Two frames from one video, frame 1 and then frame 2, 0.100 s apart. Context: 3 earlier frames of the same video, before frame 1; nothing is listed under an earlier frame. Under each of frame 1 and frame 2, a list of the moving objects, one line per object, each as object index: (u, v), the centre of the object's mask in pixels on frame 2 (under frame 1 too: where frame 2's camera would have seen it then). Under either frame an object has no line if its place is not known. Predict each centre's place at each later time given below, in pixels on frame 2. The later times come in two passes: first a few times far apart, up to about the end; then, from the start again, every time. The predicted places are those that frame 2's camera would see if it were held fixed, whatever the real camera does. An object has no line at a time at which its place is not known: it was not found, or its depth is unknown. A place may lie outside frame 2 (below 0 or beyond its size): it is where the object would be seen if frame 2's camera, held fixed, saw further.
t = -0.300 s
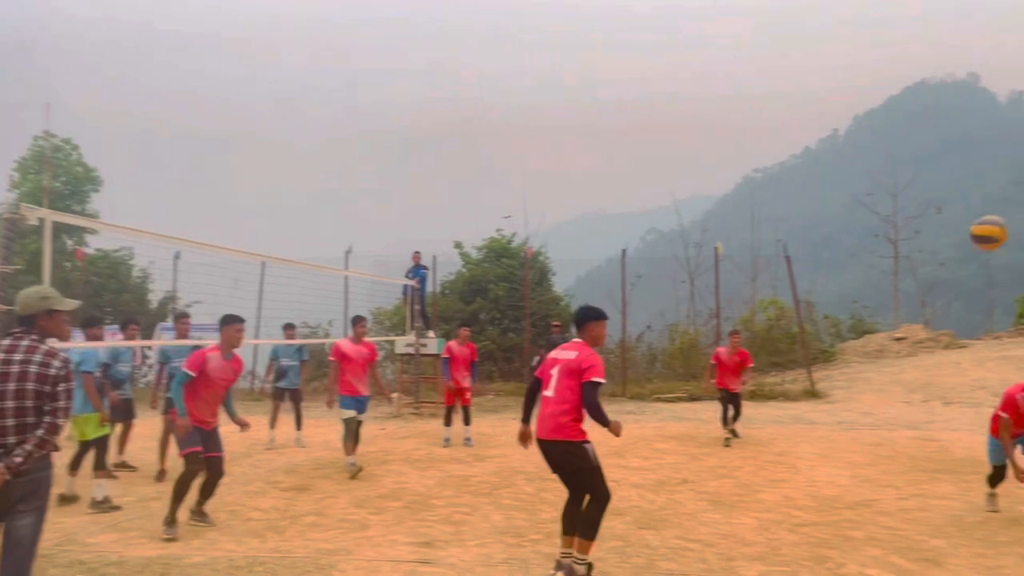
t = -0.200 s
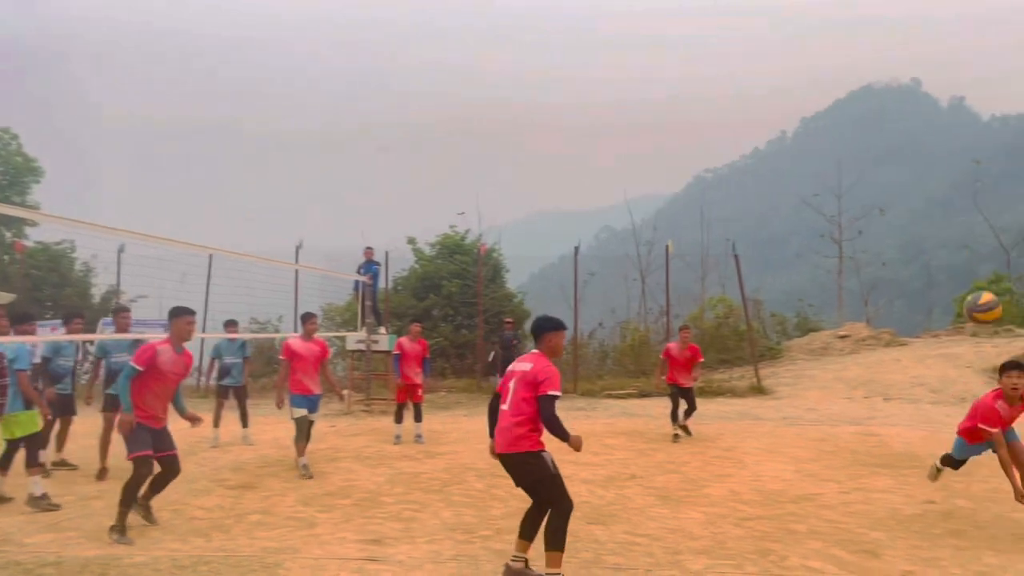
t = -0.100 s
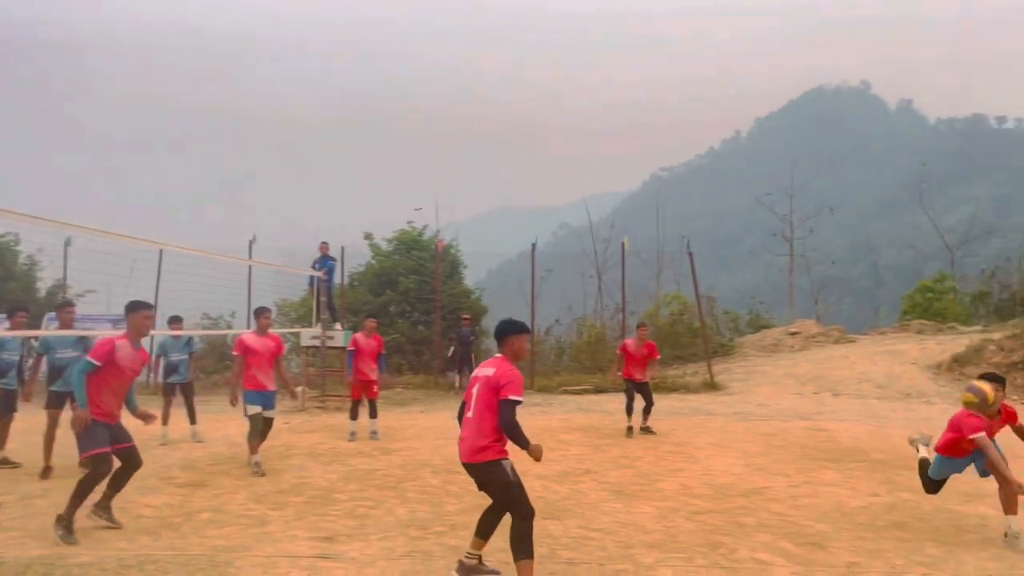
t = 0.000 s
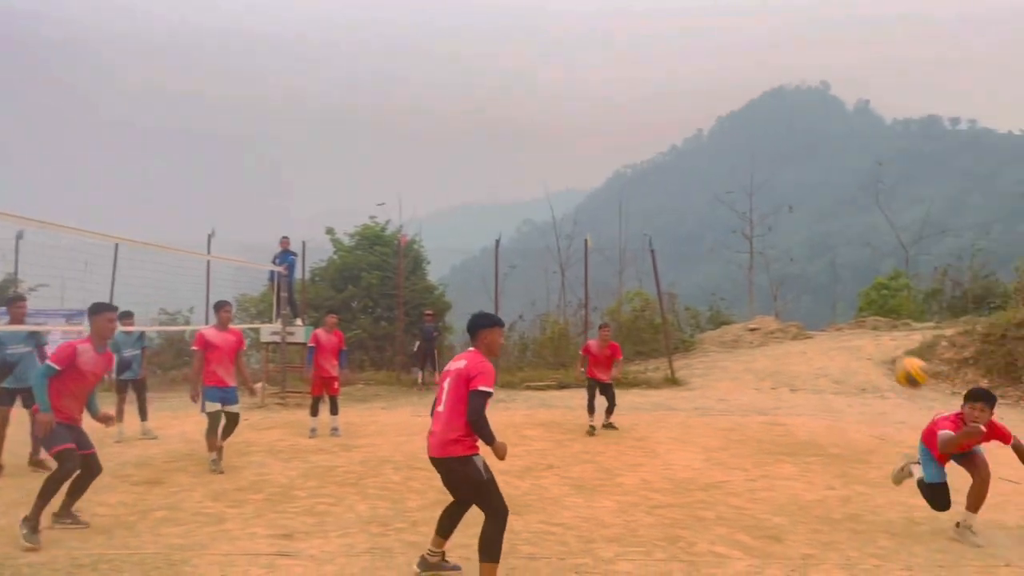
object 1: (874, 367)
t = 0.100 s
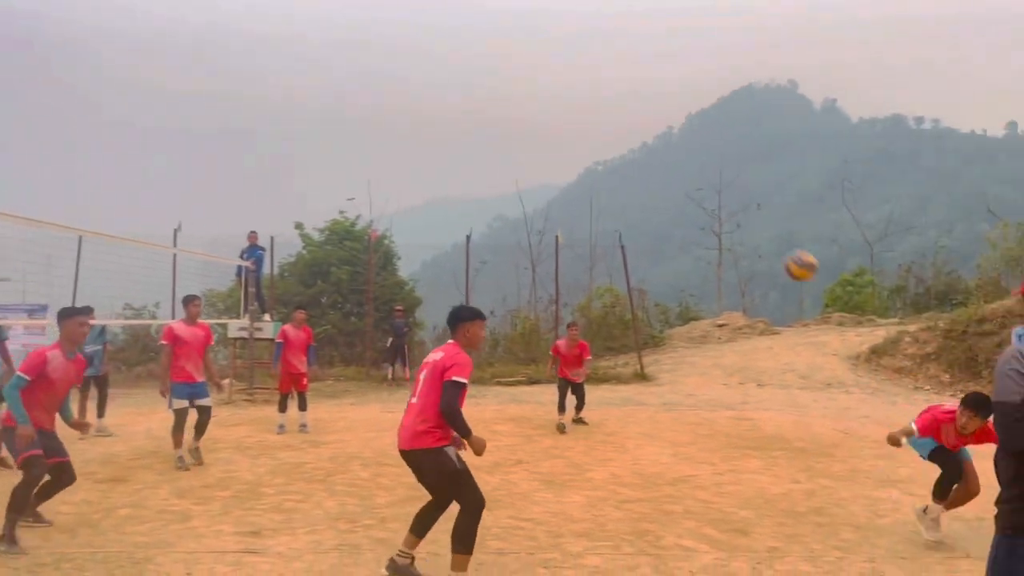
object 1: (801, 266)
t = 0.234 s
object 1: (707, 161)
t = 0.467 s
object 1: (559, 52)
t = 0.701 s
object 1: (428, 32)
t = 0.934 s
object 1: (309, 69)
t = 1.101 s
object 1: (228, 140)
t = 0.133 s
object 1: (776, 237)
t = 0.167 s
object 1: (752, 209)
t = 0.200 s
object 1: (729, 184)
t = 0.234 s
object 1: (707, 161)
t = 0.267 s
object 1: (685, 141)
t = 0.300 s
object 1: (663, 121)
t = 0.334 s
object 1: (641, 103)
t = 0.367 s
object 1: (620, 88)
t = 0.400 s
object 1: (600, 74)
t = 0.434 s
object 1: (579, 62)
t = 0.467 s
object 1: (559, 52)
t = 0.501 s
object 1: (540, 43)
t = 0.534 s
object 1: (520, 36)
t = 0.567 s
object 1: (502, 32)
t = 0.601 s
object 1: (483, 31)
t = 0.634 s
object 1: (464, 31)
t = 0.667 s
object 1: (446, 31)
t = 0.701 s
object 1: (428, 32)
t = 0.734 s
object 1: (411, 34)
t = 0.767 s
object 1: (393, 36)
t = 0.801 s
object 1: (376, 39)
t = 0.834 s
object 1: (358, 42)
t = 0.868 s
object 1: (342, 49)
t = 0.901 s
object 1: (325, 59)
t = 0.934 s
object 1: (309, 69)
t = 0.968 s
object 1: (292, 80)
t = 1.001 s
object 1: (276, 93)
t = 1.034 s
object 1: (260, 107)
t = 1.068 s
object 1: (243, 123)
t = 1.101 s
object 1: (228, 140)
